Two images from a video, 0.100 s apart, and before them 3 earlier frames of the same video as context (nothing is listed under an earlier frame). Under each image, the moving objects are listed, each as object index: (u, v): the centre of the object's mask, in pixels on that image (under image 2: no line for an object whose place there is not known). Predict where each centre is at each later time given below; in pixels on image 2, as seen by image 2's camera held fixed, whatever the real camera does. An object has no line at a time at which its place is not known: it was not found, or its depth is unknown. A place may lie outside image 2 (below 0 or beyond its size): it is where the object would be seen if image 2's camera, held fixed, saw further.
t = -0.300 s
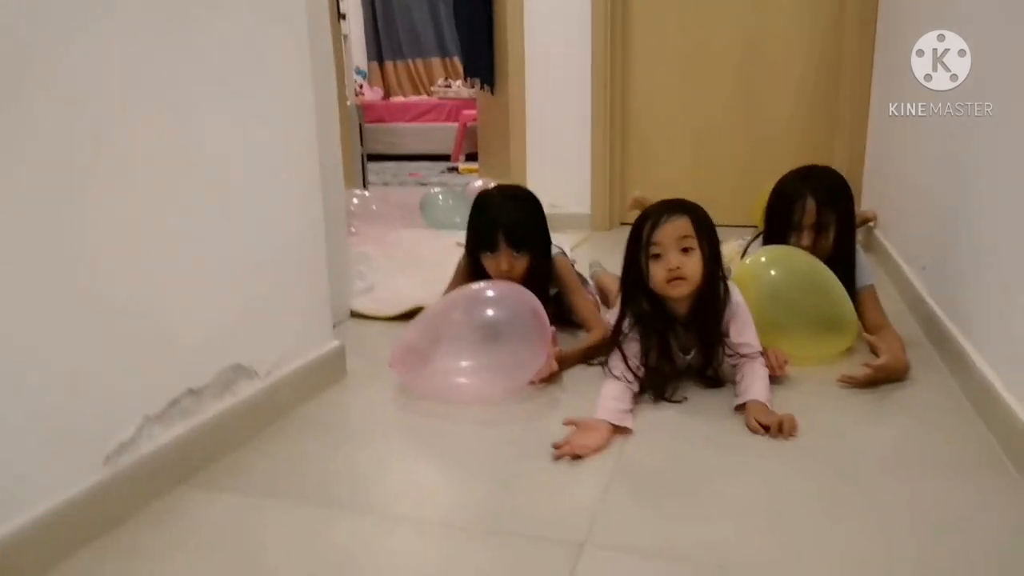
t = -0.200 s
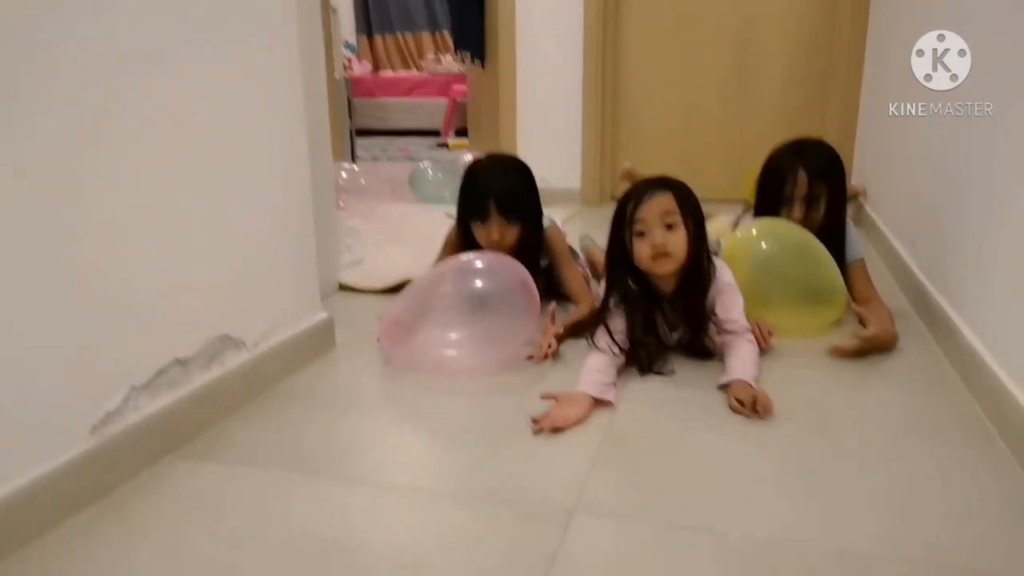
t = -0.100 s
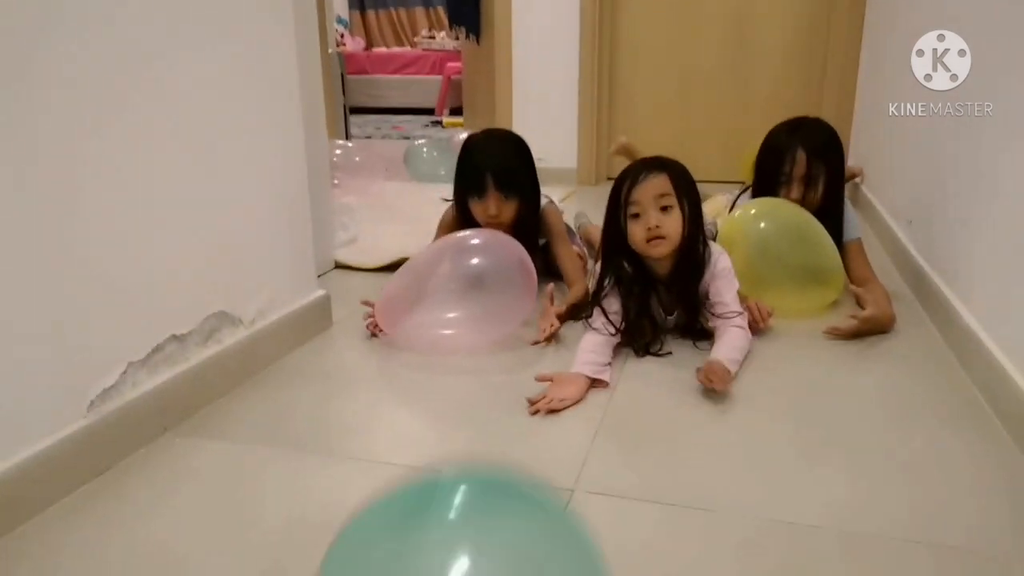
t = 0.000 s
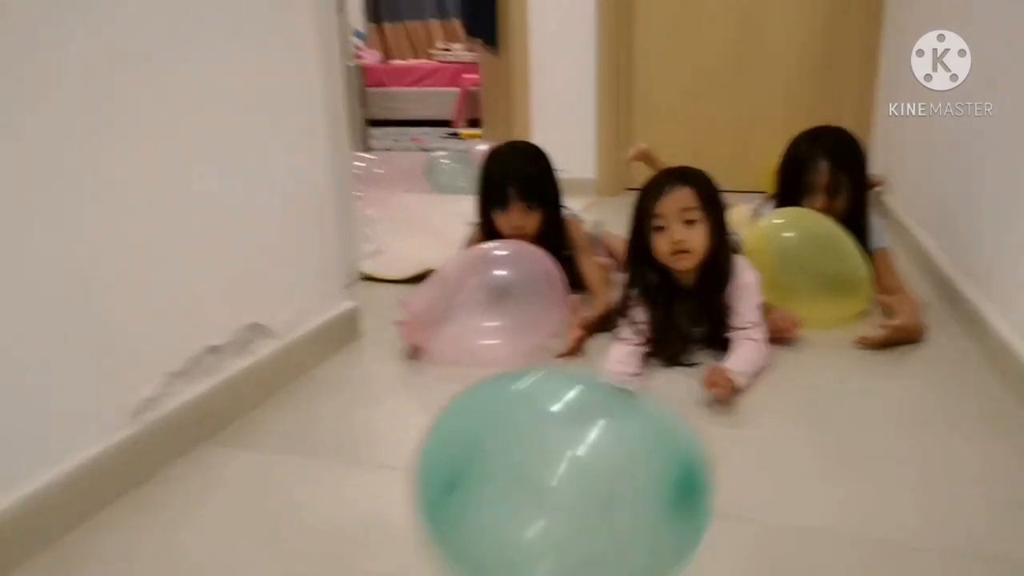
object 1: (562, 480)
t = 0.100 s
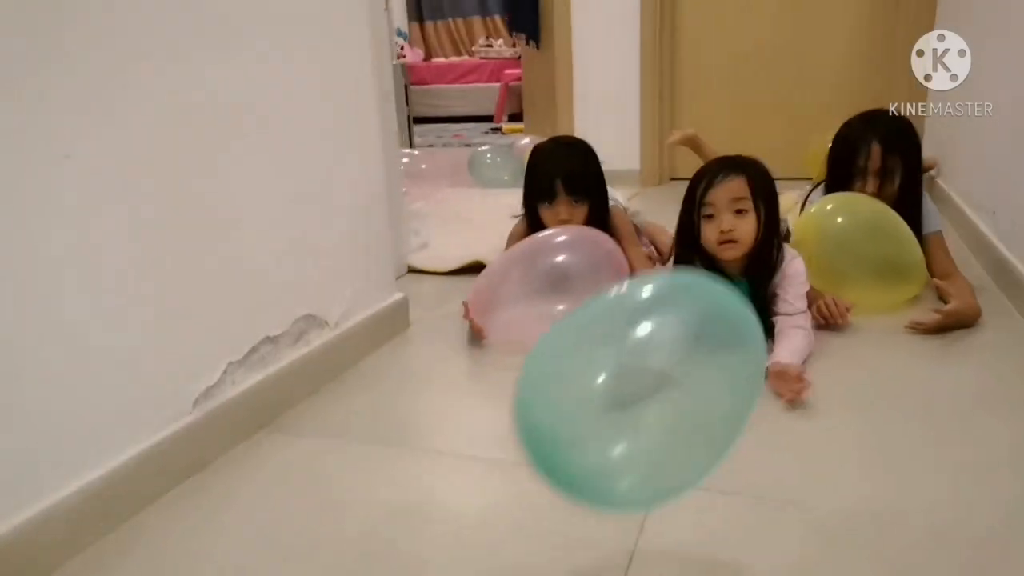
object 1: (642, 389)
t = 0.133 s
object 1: (651, 374)
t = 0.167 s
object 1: (658, 362)
